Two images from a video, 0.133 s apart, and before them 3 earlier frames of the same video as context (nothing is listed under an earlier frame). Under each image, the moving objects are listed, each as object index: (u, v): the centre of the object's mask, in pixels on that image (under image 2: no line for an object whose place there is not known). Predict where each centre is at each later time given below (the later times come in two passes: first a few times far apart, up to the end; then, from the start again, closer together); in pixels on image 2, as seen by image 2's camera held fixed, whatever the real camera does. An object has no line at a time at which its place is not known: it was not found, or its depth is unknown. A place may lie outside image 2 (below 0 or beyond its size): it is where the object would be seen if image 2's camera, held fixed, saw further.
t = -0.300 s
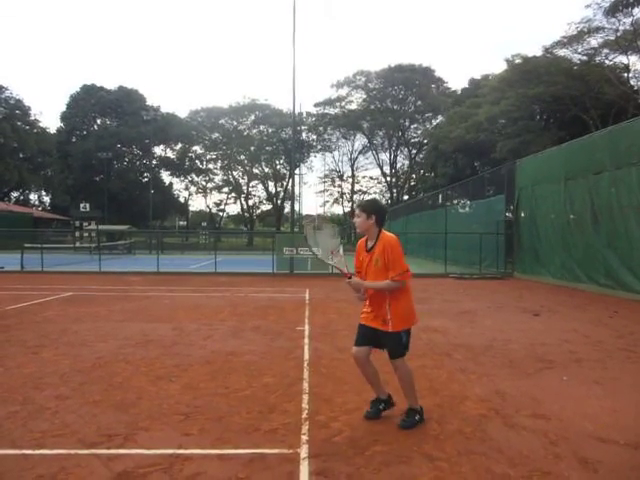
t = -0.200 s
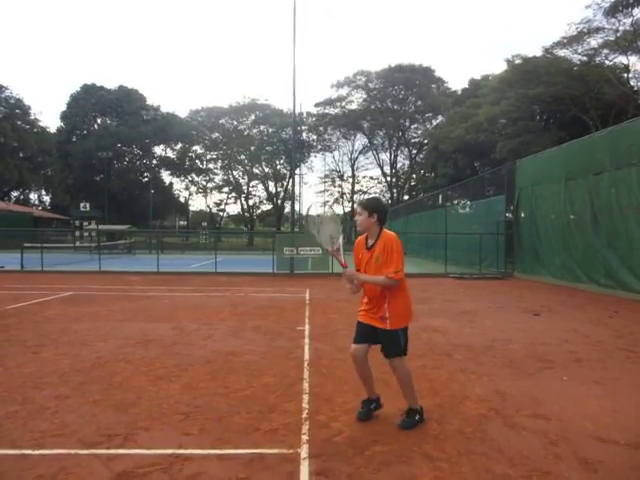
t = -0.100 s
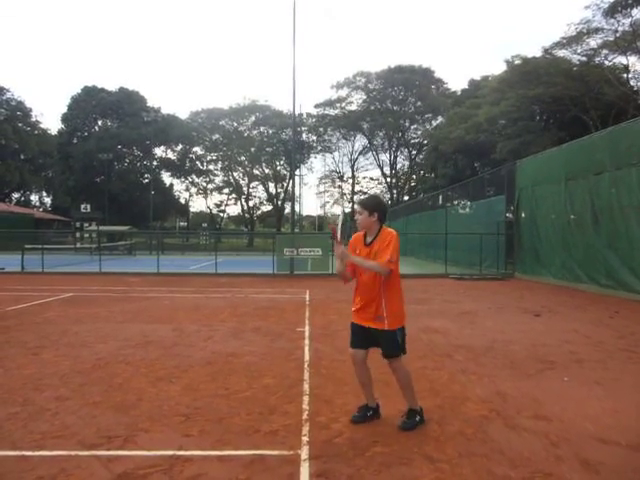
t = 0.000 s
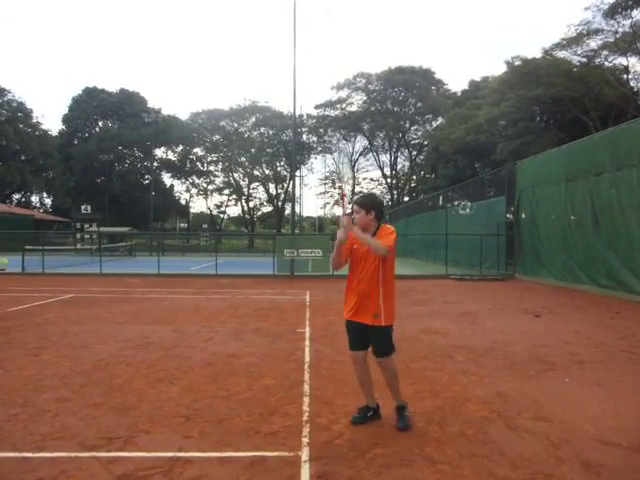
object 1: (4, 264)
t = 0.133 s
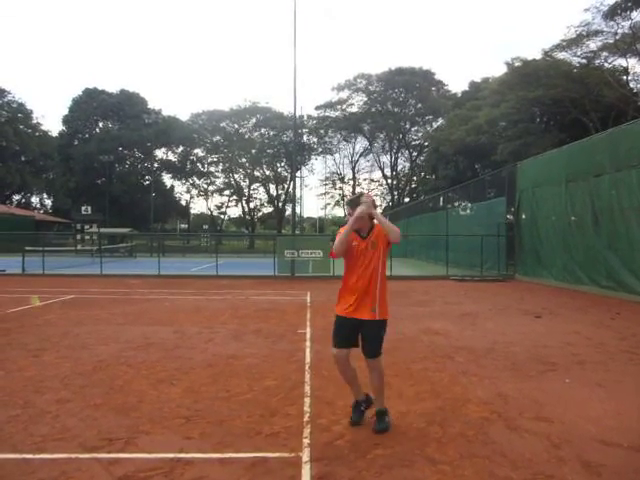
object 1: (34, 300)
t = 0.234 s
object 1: (63, 351)
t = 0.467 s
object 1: (127, 355)
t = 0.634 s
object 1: (174, 330)
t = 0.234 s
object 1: (63, 351)
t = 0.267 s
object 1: (73, 372)
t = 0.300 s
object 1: (85, 395)
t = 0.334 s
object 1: (94, 398)
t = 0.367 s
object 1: (102, 385)
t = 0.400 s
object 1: (110, 374)
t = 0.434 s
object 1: (118, 364)
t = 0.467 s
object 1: (127, 355)
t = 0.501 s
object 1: (135, 348)
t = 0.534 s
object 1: (145, 342)
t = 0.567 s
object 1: (154, 335)
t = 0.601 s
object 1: (162, 332)
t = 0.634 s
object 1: (174, 330)
